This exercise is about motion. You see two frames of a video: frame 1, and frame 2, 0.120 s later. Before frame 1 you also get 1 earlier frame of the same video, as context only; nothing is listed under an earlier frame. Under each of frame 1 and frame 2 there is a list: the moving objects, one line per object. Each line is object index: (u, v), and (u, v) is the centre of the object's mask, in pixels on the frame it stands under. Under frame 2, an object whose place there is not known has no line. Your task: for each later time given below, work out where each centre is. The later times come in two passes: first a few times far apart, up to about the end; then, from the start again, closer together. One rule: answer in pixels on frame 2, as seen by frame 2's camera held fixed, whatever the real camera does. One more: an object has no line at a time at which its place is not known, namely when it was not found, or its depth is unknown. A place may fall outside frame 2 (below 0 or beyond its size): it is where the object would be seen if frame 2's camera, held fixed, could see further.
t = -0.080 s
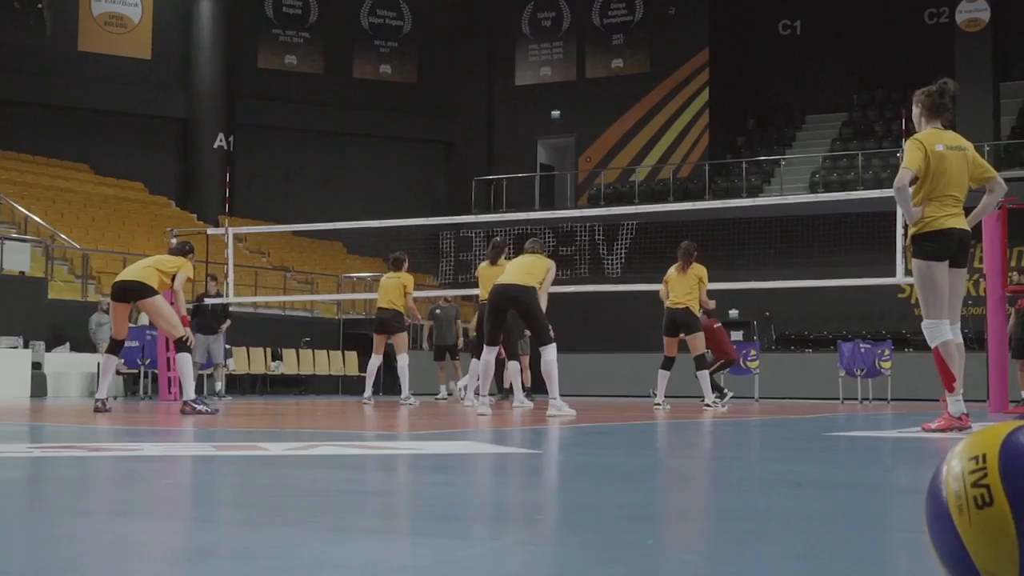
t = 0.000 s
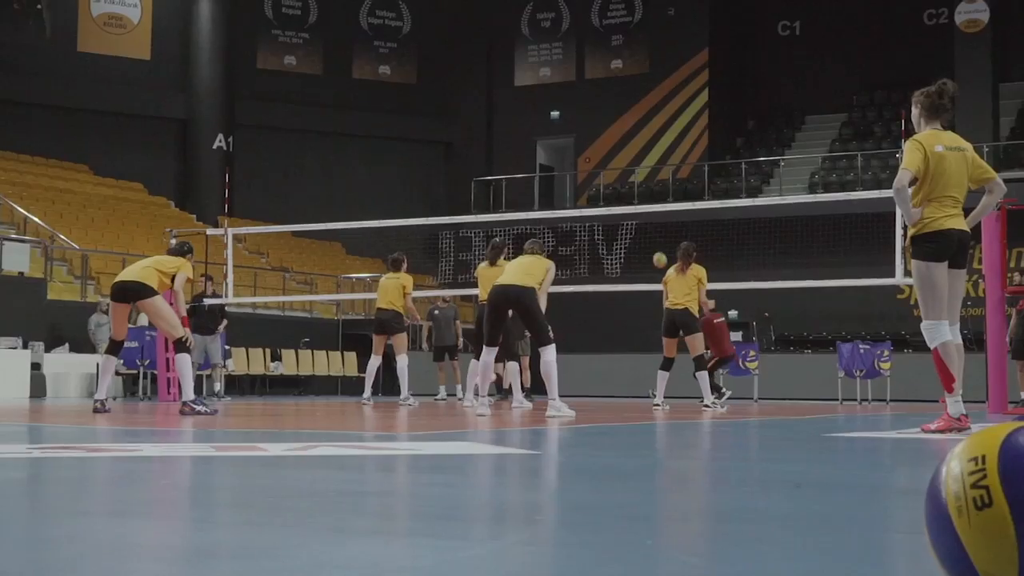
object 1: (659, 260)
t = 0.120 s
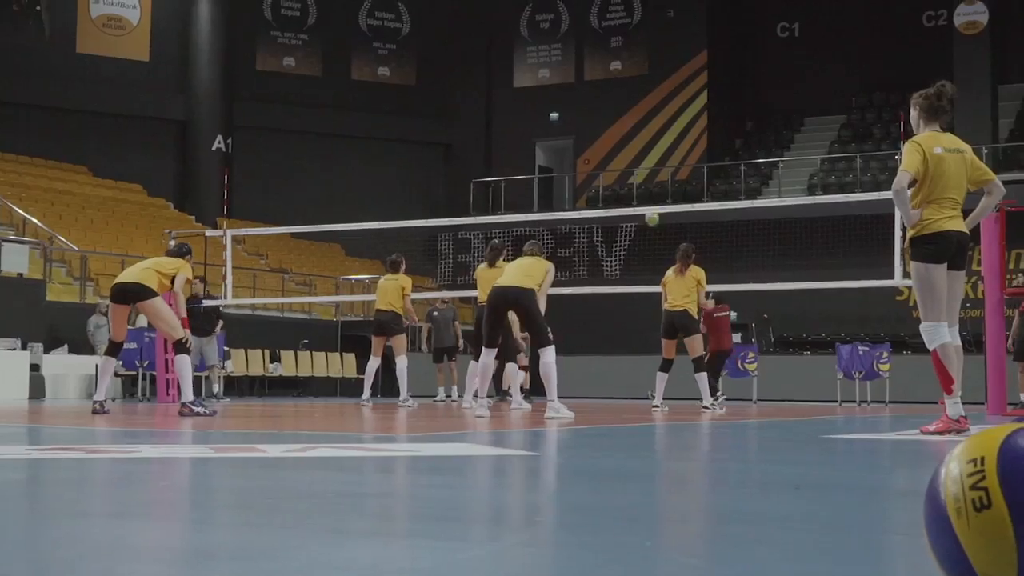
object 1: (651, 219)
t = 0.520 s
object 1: (629, 146)
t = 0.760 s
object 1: (616, 150)
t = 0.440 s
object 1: (634, 153)
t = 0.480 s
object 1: (632, 148)
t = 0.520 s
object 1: (629, 146)
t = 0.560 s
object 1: (627, 145)
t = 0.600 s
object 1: (625, 143)
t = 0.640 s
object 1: (622, 144)
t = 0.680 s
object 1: (620, 145)
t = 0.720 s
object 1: (618, 147)
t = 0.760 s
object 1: (616, 150)
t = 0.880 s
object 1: (609, 166)
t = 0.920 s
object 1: (607, 172)
